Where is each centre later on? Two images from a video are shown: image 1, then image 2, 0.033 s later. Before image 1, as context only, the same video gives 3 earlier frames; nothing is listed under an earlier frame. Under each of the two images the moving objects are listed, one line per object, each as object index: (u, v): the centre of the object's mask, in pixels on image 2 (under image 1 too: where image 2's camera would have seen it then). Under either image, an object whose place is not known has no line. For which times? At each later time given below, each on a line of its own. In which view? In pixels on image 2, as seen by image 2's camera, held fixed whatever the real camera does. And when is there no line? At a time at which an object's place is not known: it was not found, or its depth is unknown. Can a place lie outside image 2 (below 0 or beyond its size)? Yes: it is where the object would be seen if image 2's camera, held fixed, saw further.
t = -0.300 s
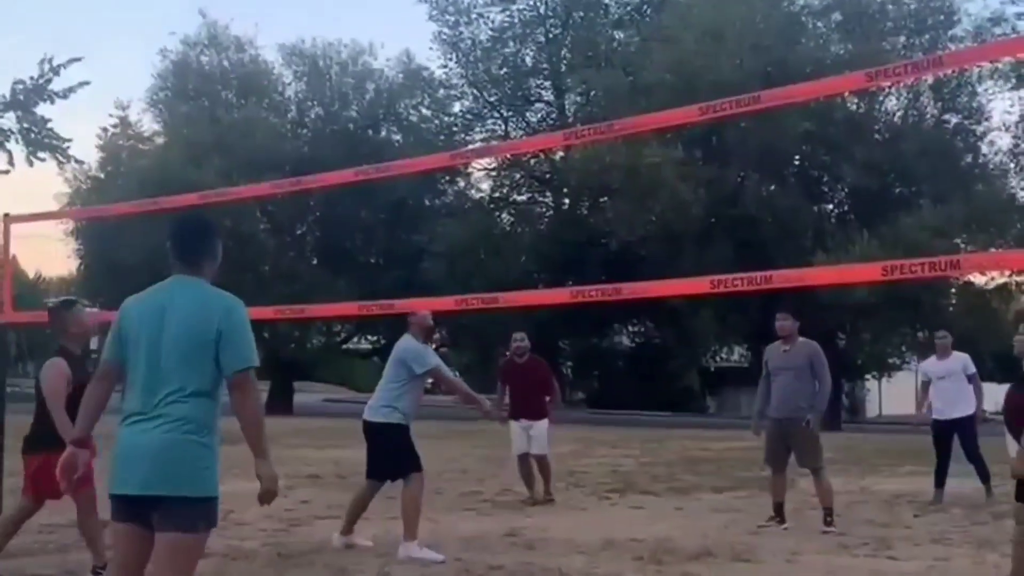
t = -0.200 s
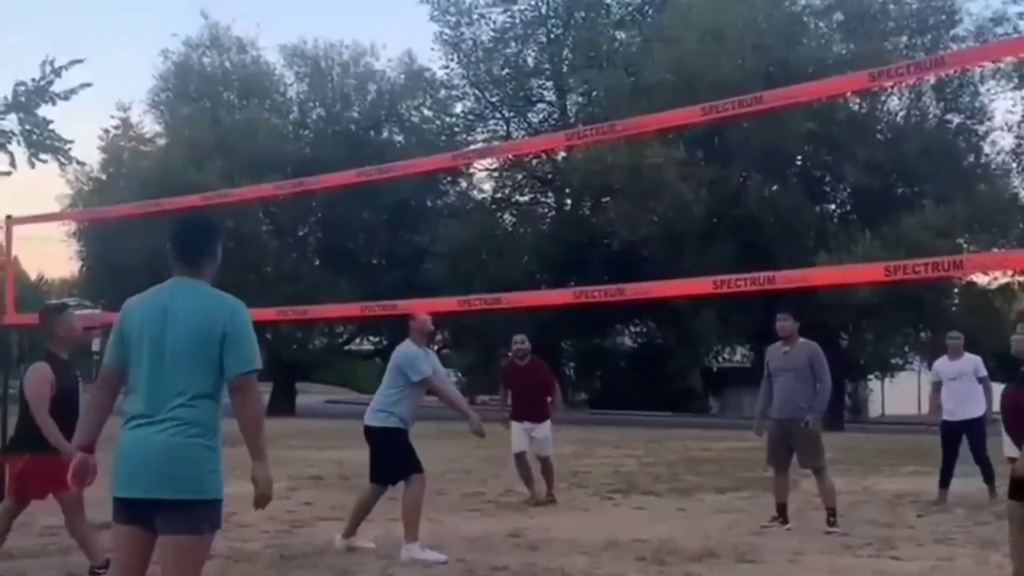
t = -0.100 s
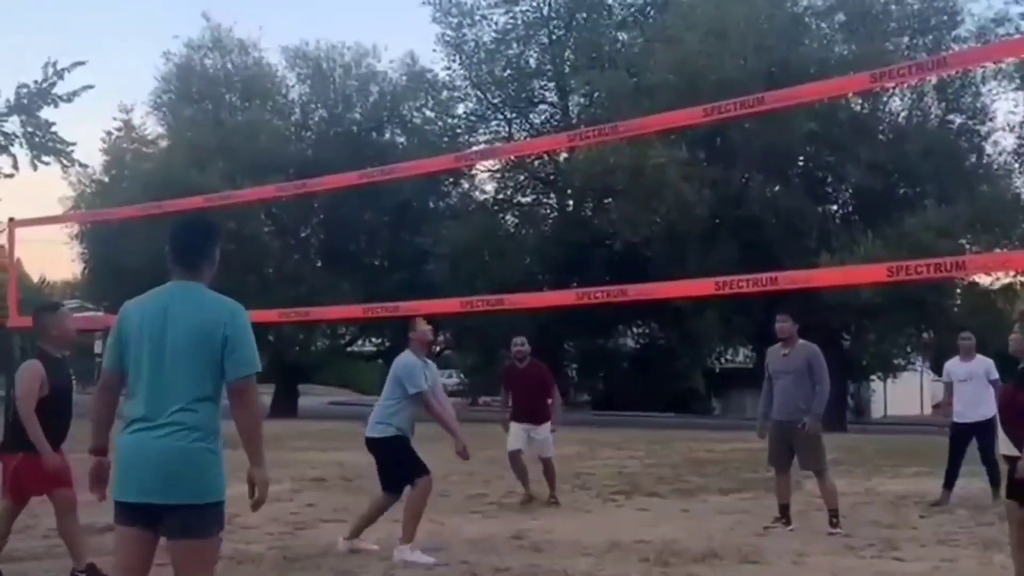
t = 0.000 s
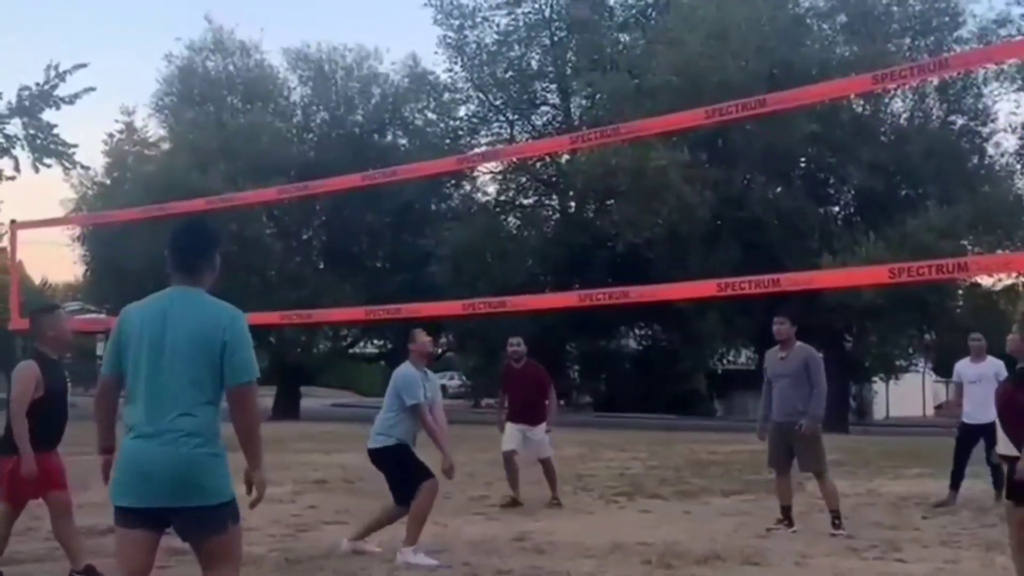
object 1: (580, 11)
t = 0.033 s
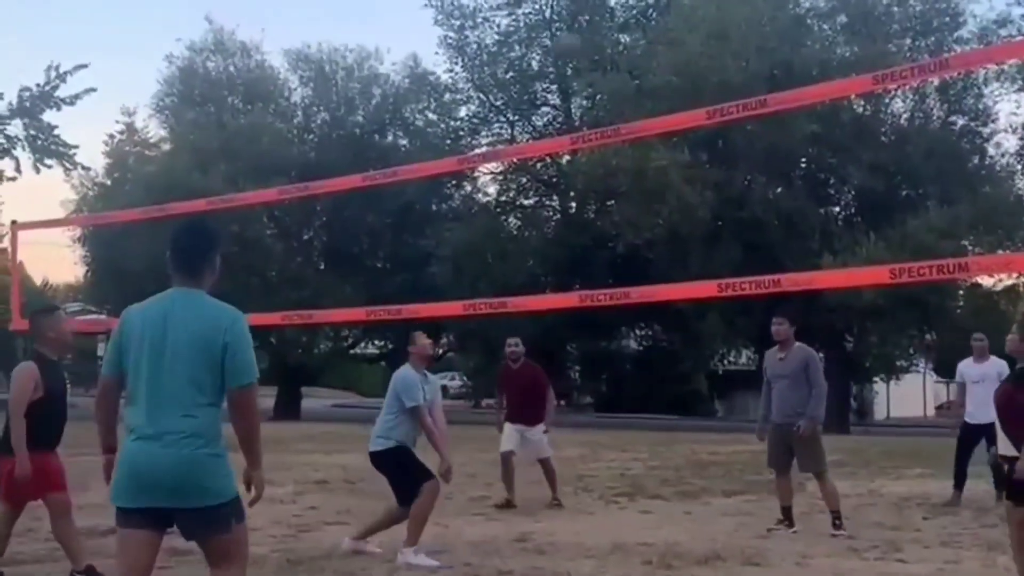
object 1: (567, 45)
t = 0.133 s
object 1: (534, 133)
